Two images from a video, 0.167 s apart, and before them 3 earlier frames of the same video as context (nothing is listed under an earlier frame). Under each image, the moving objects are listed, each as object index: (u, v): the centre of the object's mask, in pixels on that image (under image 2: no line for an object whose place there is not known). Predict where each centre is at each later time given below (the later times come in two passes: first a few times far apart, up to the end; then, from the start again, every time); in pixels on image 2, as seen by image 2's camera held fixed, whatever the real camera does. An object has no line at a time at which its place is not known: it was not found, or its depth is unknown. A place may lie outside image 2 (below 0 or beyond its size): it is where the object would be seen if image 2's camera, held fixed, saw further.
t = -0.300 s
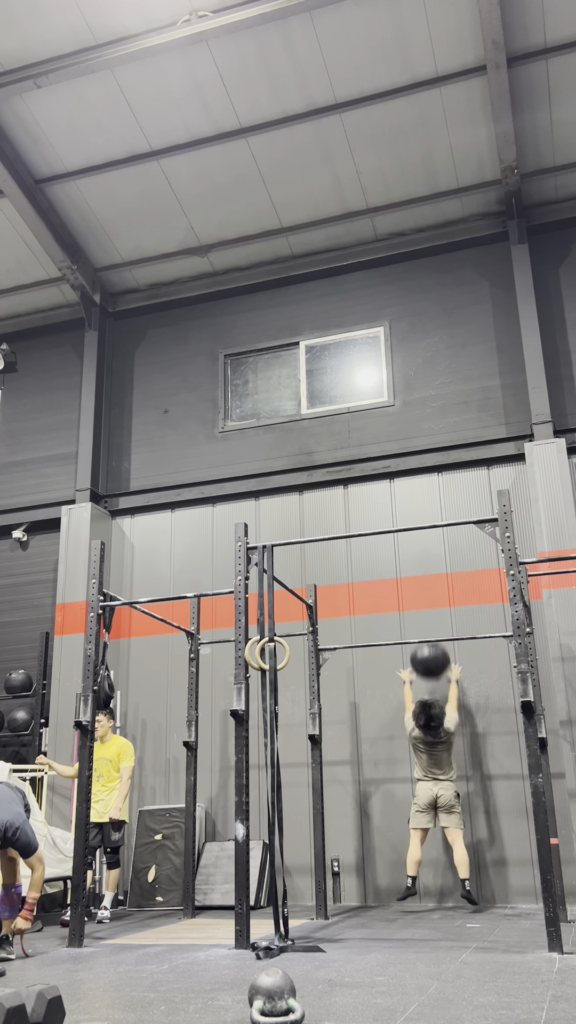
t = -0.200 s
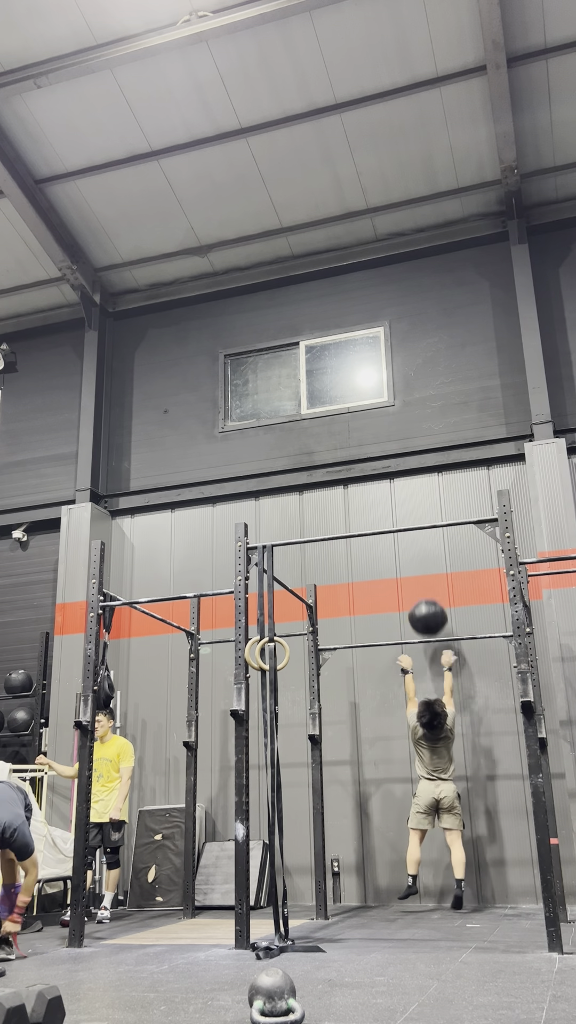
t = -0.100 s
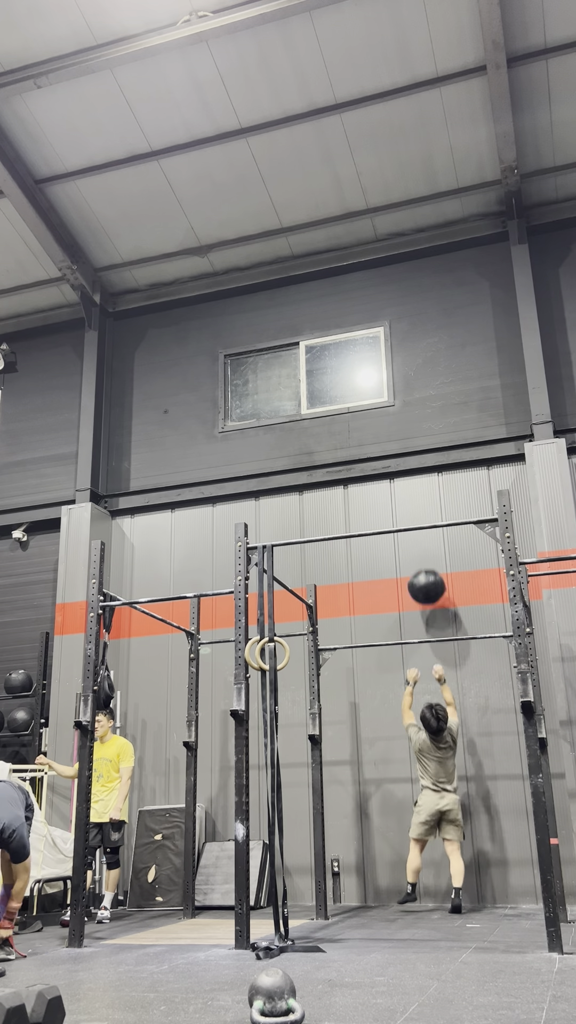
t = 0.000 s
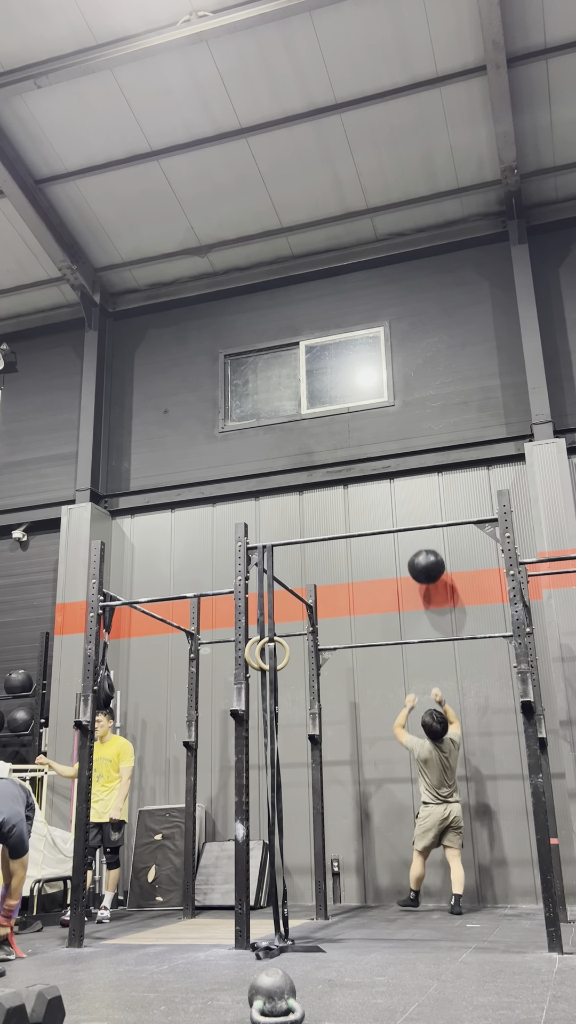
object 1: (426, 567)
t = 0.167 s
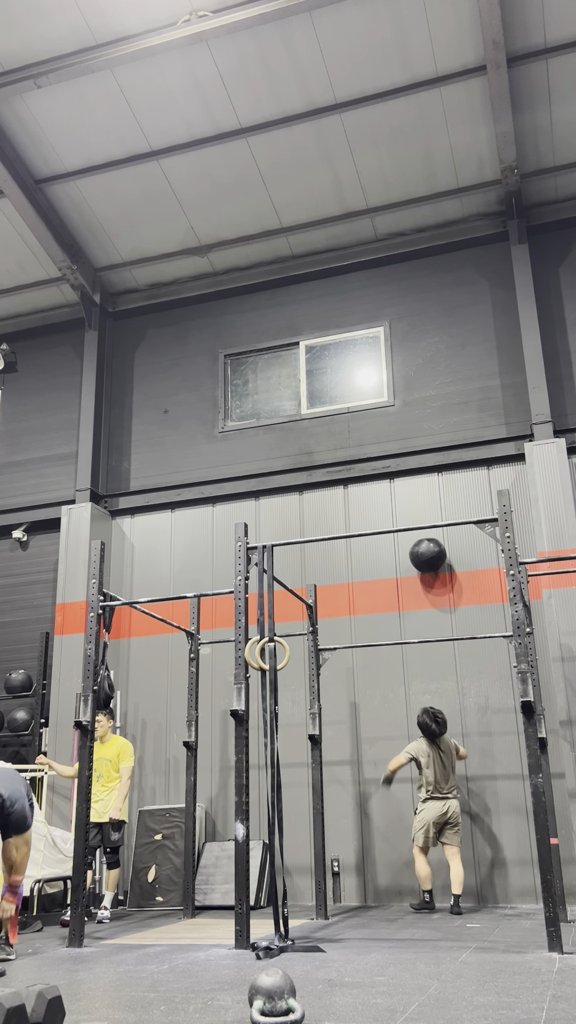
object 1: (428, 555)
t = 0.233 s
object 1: (429, 559)
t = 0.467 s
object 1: (434, 592)
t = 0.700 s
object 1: (445, 681)
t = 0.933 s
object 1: (462, 838)
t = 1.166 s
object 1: (471, 852)
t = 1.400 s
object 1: (481, 843)
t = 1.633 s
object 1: (497, 895)
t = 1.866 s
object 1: (507, 889)
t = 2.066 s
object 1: (515, 893)
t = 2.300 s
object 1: (520, 894)
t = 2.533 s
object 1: (521, 895)
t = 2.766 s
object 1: (519, 895)
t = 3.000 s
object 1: (517, 895)
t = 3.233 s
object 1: (517, 895)
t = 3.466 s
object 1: (517, 895)
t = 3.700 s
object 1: (517, 895)
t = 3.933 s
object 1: (517, 895)
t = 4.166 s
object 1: (517, 895)
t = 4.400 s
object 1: (517, 895)
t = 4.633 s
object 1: (517, 895)
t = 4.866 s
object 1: (517, 895)
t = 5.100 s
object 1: (517, 895)
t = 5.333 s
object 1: (517, 895)
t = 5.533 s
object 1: (517, 895)
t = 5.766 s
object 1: (517, 895)
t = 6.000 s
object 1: (517, 895)
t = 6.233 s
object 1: (517, 895)
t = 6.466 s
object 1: (517, 895)
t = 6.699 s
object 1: (517, 895)
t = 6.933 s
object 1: (517, 895)
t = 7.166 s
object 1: (517, 895)
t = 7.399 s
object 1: (517, 895)
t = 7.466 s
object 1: (517, 895)
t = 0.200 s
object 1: (428, 556)
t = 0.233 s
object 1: (429, 559)
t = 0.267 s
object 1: (430, 562)
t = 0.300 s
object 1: (430, 565)
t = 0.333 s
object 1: (431, 569)
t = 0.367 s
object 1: (432, 573)
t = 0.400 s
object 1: (432, 579)
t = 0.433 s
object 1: (433, 585)
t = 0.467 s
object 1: (434, 592)
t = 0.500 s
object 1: (435, 601)
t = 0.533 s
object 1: (437, 611)
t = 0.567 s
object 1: (438, 622)
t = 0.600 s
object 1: (440, 634)
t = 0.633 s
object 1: (442, 652)
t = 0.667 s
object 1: (443, 663)
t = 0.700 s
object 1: (445, 681)
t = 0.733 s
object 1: (447, 698)
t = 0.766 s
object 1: (449, 717)
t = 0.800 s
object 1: (451, 737)
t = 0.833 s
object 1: (454, 760)
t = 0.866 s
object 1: (456, 784)
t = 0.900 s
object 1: (459, 810)
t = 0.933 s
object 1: (462, 838)
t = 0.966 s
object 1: (464, 867)
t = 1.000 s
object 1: (467, 894)
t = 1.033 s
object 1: (468, 887)
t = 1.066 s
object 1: (469, 876)
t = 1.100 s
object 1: (469, 866)
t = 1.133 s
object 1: (470, 858)
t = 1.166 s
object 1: (471, 852)
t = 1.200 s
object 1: (472, 846)
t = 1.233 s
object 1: (473, 842)
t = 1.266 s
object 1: (474, 840)
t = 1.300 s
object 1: (476, 838)
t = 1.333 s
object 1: (477, 838)
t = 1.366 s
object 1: (479, 840)
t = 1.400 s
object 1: (481, 843)
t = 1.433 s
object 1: (483, 848)
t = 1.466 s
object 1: (485, 853)
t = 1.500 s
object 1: (487, 860)
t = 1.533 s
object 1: (489, 869)
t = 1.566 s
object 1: (492, 879)
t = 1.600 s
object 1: (495, 892)
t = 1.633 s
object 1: (497, 895)
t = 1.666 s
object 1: (498, 891)
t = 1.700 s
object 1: (499, 887)
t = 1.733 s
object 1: (500, 884)
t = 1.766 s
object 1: (502, 883)
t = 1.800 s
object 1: (503, 884)
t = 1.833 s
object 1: (505, 885)
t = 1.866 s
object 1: (507, 889)
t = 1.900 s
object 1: (509, 893)
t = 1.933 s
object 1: (510, 895)
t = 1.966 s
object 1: (511, 893)
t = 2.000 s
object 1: (512, 892)
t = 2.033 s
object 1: (513, 892)
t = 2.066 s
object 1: (515, 893)
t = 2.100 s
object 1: (516, 894)
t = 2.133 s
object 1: (517, 894)
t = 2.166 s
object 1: (518, 894)
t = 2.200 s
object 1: (519, 894)
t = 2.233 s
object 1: (519, 894)
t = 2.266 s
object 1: (520, 894)
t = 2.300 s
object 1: (520, 894)
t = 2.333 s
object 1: (521, 894)
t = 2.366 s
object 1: (521, 894)
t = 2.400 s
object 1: (521, 894)
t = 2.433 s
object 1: (521, 894)
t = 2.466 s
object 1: (521, 895)
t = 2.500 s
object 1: (521, 895)
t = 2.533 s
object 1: (521, 895)
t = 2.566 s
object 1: (521, 895)
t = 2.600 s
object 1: (521, 895)
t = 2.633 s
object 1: (520, 895)
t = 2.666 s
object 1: (520, 895)
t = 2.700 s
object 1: (520, 895)
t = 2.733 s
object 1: (519, 895)
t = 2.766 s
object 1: (519, 895)
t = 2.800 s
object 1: (518, 895)
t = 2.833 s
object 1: (518, 895)
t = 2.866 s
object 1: (518, 895)
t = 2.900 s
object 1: (517, 895)
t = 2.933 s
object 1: (517, 895)
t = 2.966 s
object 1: (517, 895)
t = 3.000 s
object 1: (517, 895)
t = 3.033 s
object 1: (516, 895)
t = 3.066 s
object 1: (516, 895)
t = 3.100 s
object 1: (516, 895)
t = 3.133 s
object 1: (516, 895)
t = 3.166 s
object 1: (516, 895)
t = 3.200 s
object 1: (517, 895)
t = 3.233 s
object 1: (517, 895)
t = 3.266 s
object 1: (517, 895)
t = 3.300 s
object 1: (517, 895)
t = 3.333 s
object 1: (517, 895)
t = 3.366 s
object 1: (517, 895)
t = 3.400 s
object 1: (517, 895)
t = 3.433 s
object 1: (517, 895)
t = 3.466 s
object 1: (517, 895)
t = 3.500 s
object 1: (517, 895)
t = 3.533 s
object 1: (517, 895)
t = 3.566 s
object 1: (517, 895)
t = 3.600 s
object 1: (517, 895)
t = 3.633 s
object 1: (517, 895)
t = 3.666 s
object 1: (517, 895)
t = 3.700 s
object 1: (517, 895)
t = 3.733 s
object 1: (517, 895)
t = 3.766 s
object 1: (517, 895)
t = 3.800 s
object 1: (517, 895)
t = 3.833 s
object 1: (517, 895)
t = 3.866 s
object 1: (517, 895)
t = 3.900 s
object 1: (517, 895)
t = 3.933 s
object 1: (517, 895)
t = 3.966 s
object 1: (517, 895)
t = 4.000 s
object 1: (517, 895)
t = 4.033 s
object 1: (517, 895)
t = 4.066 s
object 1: (517, 895)
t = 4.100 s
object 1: (517, 895)
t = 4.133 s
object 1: (517, 895)
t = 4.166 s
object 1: (517, 895)
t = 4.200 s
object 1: (517, 895)
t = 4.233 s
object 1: (517, 895)
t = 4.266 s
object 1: (517, 895)
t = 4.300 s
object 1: (517, 895)
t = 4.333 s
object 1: (517, 895)
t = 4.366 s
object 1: (517, 895)
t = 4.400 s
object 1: (517, 895)
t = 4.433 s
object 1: (517, 895)
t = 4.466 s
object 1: (517, 895)
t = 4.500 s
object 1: (517, 895)
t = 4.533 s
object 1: (517, 895)
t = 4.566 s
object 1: (517, 895)
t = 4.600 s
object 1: (517, 895)
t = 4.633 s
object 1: (517, 895)
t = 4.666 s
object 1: (517, 895)
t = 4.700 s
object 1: (517, 895)
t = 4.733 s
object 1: (517, 895)
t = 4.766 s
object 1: (517, 895)
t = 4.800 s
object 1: (517, 895)
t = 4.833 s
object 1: (517, 895)
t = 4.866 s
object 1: (517, 895)
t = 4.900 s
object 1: (517, 895)
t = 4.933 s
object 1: (517, 895)
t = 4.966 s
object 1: (517, 895)
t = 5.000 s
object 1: (517, 895)
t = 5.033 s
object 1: (517, 895)
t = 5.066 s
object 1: (517, 895)
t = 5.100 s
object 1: (517, 895)
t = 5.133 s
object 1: (517, 895)
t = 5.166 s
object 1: (517, 895)
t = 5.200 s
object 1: (517, 895)
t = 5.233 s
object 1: (517, 895)
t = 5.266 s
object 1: (517, 895)
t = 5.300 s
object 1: (517, 895)
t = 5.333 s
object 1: (517, 895)
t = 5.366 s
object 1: (517, 895)
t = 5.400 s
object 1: (517, 895)
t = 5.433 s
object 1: (517, 895)
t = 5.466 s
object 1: (517, 895)
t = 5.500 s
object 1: (517, 895)
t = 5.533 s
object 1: (517, 895)
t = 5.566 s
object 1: (517, 895)
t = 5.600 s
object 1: (517, 895)
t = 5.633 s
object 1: (517, 895)
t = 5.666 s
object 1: (517, 895)
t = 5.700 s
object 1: (517, 895)
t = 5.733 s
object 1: (517, 895)
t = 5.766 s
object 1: (517, 895)
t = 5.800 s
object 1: (517, 895)
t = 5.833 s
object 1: (517, 895)
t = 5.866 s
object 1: (517, 895)
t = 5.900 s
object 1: (517, 895)
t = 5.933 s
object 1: (517, 895)
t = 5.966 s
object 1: (517, 895)
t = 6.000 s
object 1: (517, 895)
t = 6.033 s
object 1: (517, 895)
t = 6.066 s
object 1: (517, 895)
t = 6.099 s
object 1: (517, 895)
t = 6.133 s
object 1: (517, 895)
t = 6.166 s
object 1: (517, 895)
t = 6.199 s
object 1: (517, 895)
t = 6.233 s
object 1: (517, 895)
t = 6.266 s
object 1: (517, 895)
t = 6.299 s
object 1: (517, 895)
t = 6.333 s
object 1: (517, 895)
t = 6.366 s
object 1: (517, 895)
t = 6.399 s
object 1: (517, 895)
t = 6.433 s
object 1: (517, 895)
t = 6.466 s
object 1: (517, 895)
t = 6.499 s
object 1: (517, 895)
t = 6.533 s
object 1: (517, 895)
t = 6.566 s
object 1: (517, 895)
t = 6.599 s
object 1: (517, 895)
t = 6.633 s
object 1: (517, 895)
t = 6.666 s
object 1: (517, 895)
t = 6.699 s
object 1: (517, 895)
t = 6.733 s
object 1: (517, 895)
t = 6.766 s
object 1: (517, 895)
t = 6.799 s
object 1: (517, 895)
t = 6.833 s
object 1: (517, 895)
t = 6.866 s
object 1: (517, 895)
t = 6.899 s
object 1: (517, 895)
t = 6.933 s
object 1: (517, 895)
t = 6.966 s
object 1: (517, 895)
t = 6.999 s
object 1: (517, 895)
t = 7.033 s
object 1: (517, 895)
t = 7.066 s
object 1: (517, 895)
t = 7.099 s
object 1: (517, 895)
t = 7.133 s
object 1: (517, 895)
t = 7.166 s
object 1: (517, 895)
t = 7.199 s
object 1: (517, 895)
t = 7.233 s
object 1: (517, 895)
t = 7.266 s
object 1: (517, 895)
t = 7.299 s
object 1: (517, 895)
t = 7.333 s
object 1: (517, 895)
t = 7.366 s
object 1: (517, 895)
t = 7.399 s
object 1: (517, 895)
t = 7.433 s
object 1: (517, 895)
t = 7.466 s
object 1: (517, 895)
